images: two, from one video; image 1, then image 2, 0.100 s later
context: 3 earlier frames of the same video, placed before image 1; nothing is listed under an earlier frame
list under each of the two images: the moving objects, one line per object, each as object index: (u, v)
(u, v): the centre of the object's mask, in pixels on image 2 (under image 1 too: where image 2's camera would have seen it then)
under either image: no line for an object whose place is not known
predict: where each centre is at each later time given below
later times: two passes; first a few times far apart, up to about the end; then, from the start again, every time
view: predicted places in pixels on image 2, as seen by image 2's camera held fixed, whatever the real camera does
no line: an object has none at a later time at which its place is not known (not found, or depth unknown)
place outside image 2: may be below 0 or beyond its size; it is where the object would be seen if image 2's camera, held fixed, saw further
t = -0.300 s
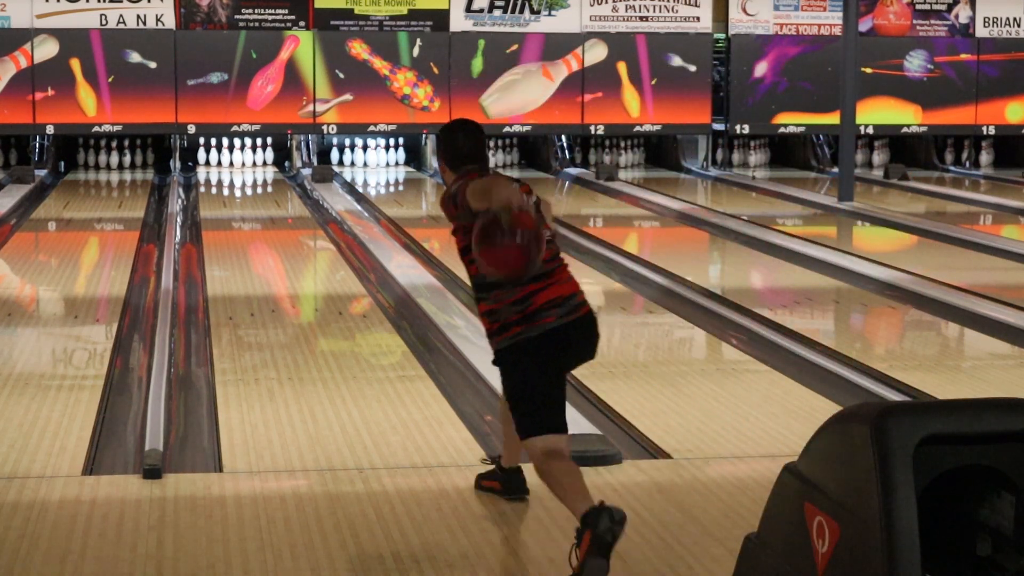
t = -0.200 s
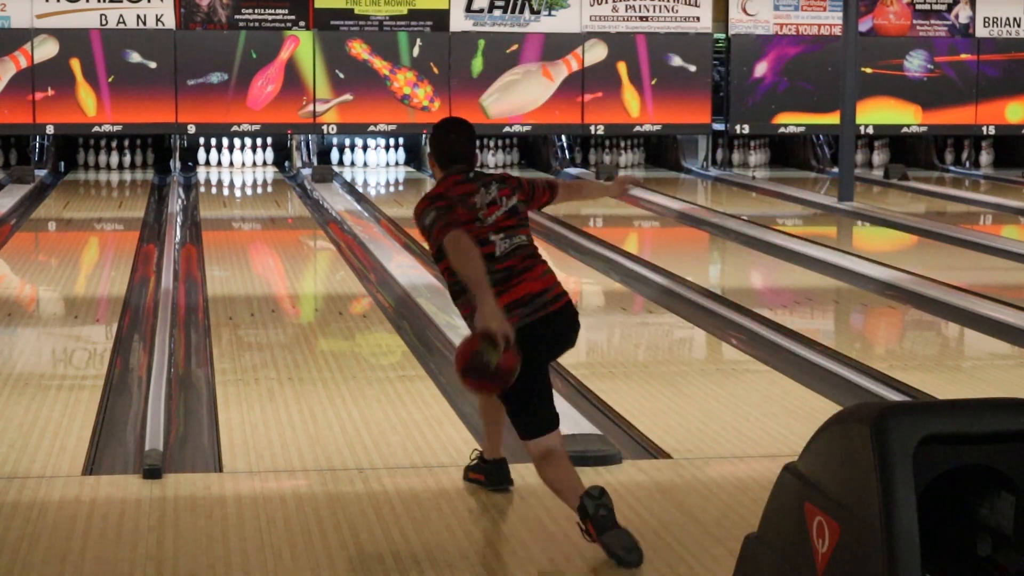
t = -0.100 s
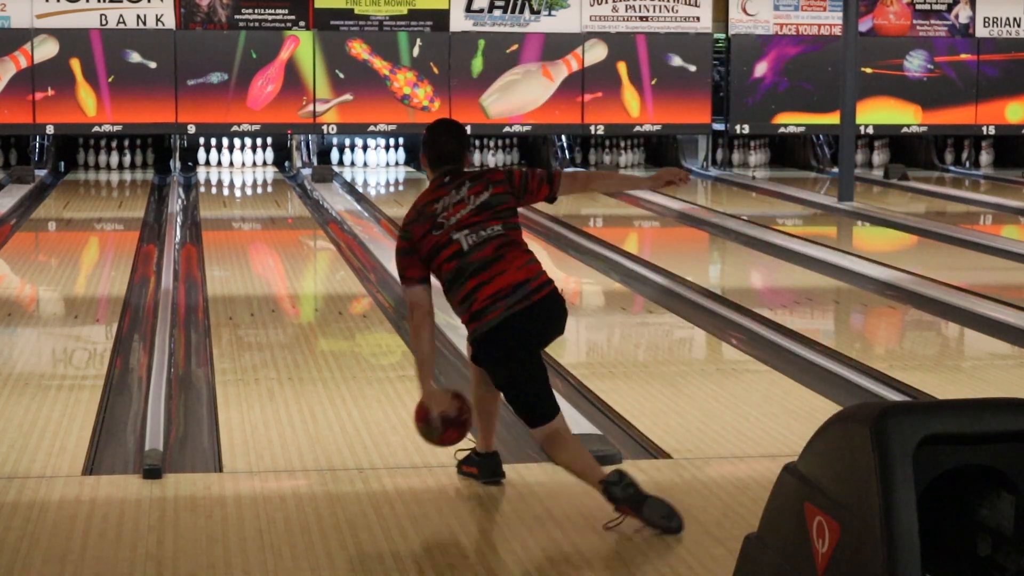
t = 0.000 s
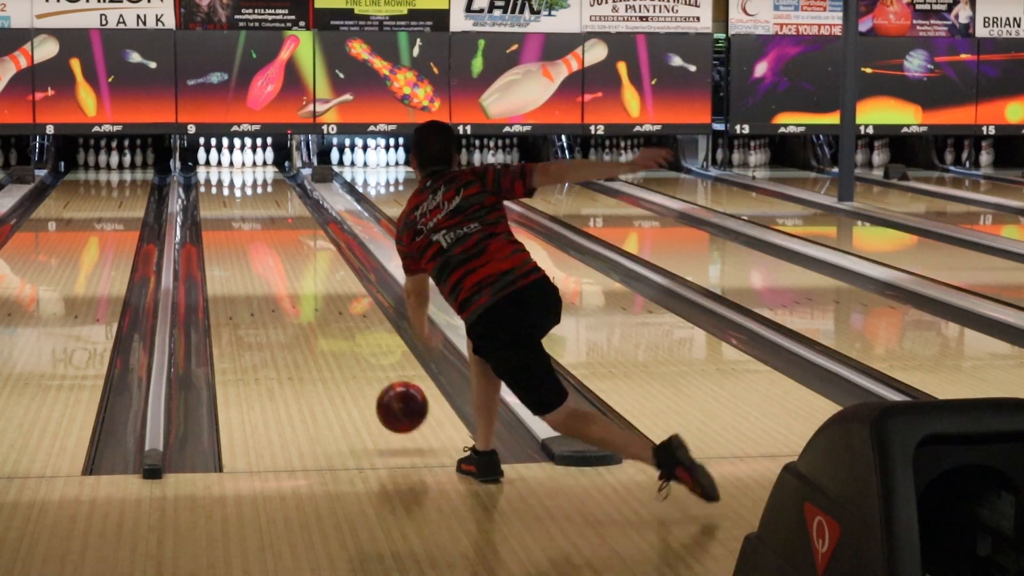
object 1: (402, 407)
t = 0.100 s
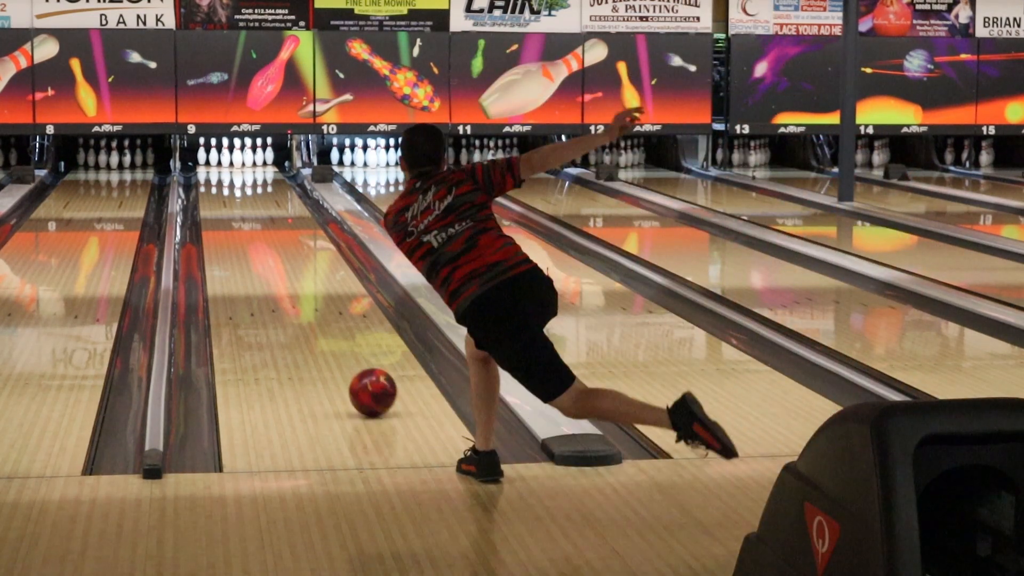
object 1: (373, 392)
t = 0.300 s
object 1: (329, 339)
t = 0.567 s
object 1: (288, 290)
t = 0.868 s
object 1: (257, 251)
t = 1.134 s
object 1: (239, 225)
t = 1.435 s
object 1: (224, 203)
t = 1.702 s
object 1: (215, 188)
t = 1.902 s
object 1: (215, 178)
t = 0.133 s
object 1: (364, 381)
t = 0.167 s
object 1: (356, 373)
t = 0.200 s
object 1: (348, 364)
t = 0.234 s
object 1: (341, 355)
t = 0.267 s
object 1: (335, 347)
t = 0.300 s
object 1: (329, 339)
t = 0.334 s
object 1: (322, 332)
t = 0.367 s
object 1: (317, 325)
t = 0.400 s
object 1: (311, 319)
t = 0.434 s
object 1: (306, 312)
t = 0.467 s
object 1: (301, 306)
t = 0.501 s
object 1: (296, 301)
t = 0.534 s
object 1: (292, 295)
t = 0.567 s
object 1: (288, 290)
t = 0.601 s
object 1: (284, 285)
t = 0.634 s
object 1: (280, 280)
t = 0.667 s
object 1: (277, 275)
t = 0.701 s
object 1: (273, 271)
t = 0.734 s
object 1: (270, 267)
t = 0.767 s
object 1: (266, 262)
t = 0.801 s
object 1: (263, 258)
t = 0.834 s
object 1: (260, 254)
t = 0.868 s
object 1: (257, 251)
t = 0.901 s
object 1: (255, 247)
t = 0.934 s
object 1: (252, 243)
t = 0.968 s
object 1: (250, 240)
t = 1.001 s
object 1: (247, 237)
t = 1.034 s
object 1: (245, 234)
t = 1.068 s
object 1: (243, 231)
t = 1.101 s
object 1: (241, 228)
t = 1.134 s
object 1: (239, 225)
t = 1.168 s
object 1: (237, 222)
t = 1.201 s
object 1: (235, 219)
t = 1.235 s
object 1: (233, 217)
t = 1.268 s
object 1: (231, 214)
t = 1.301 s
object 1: (230, 212)
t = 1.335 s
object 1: (228, 210)
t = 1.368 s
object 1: (227, 207)
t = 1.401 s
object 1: (225, 205)
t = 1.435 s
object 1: (224, 203)
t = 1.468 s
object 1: (222, 201)
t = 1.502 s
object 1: (221, 199)
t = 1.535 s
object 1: (220, 196)
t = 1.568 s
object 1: (219, 195)
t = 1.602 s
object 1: (218, 193)
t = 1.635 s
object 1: (217, 191)
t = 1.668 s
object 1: (215, 189)
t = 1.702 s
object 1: (215, 188)
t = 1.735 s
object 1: (215, 186)
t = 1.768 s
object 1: (214, 185)
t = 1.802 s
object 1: (214, 183)
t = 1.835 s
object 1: (214, 181)
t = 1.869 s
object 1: (214, 180)
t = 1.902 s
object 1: (215, 178)
